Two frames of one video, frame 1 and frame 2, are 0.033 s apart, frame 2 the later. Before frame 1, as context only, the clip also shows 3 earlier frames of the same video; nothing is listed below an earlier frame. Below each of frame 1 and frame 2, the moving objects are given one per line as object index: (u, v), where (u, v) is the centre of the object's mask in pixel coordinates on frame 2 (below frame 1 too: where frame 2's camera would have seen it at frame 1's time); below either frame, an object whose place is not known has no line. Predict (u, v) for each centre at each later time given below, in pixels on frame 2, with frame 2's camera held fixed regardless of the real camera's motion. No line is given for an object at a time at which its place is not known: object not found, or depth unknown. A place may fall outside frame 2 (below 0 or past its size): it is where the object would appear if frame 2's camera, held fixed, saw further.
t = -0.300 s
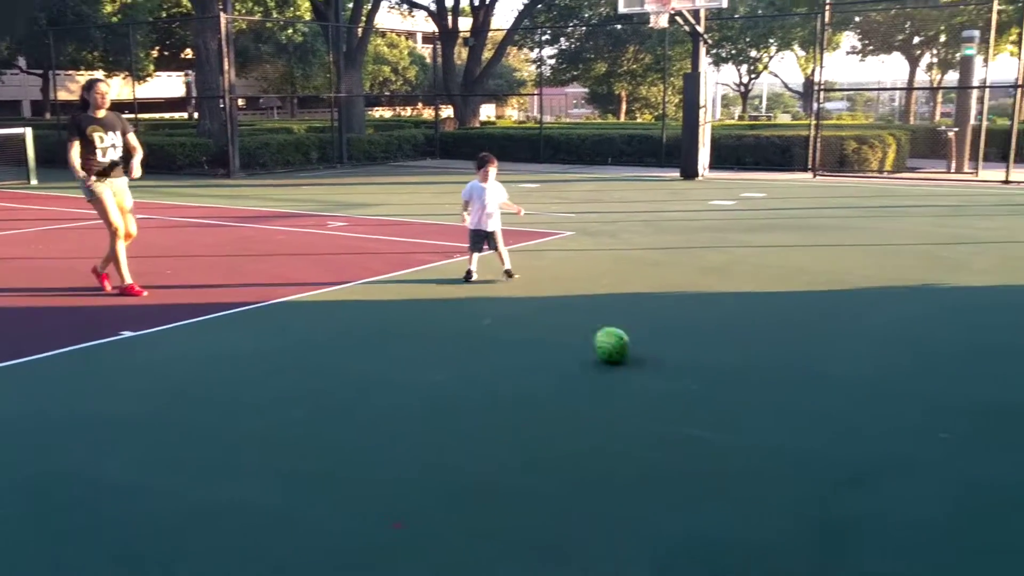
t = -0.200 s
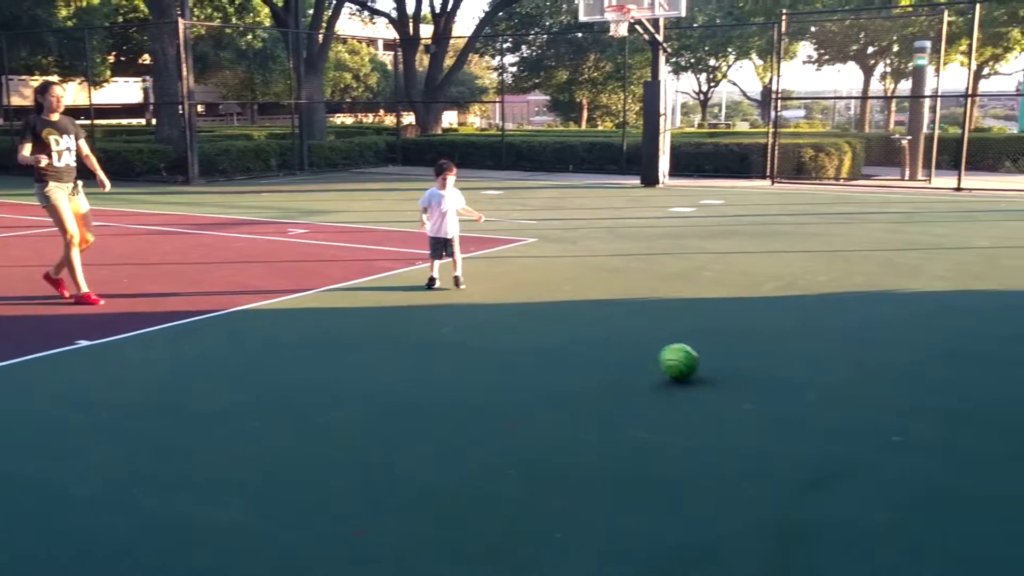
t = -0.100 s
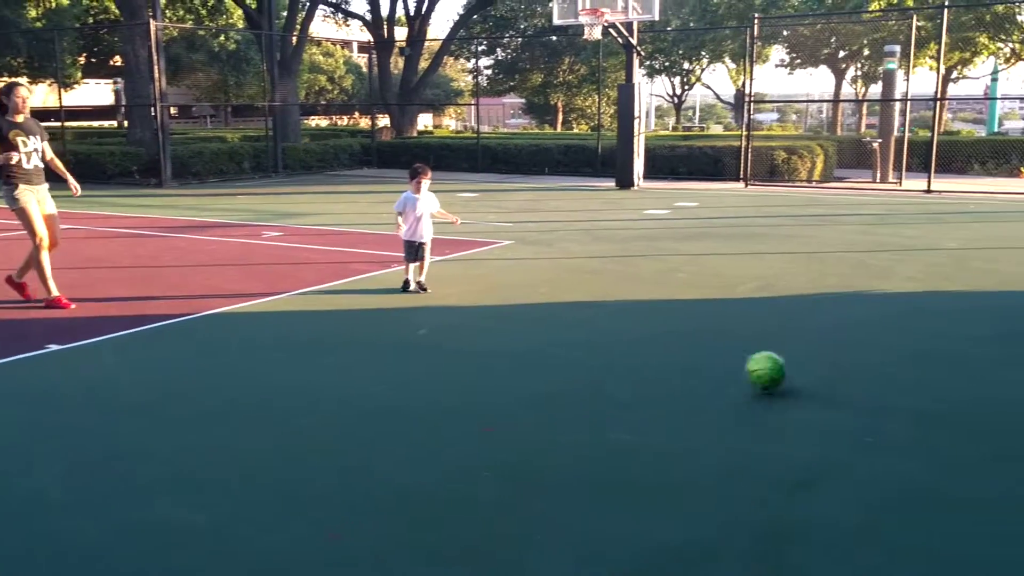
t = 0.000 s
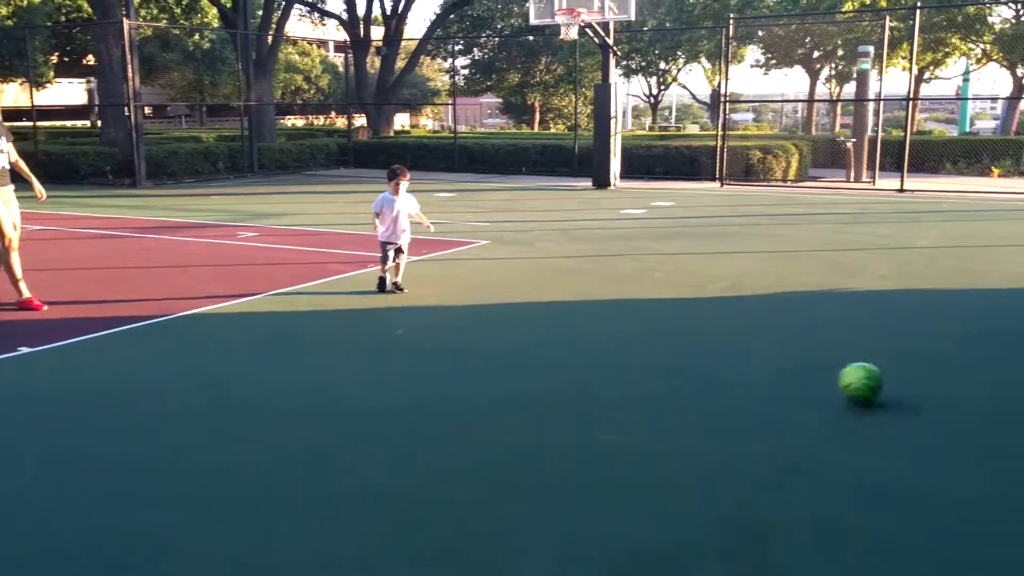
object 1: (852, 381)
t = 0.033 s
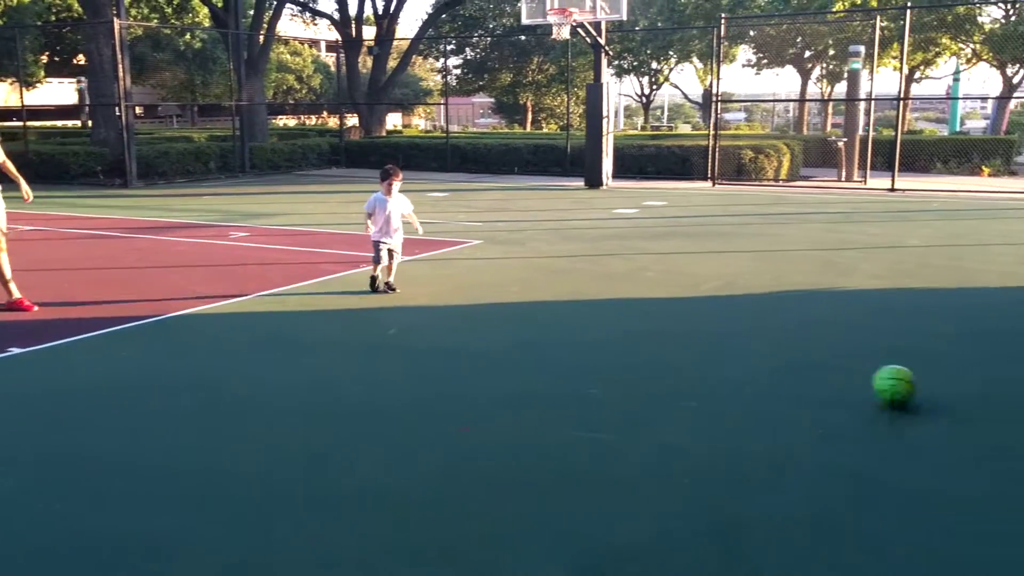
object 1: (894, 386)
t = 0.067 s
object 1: (936, 392)
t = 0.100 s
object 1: (981, 394)
